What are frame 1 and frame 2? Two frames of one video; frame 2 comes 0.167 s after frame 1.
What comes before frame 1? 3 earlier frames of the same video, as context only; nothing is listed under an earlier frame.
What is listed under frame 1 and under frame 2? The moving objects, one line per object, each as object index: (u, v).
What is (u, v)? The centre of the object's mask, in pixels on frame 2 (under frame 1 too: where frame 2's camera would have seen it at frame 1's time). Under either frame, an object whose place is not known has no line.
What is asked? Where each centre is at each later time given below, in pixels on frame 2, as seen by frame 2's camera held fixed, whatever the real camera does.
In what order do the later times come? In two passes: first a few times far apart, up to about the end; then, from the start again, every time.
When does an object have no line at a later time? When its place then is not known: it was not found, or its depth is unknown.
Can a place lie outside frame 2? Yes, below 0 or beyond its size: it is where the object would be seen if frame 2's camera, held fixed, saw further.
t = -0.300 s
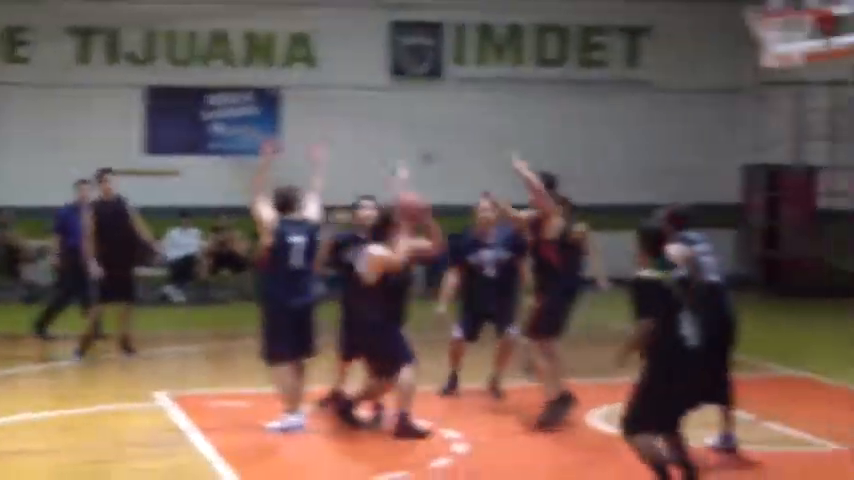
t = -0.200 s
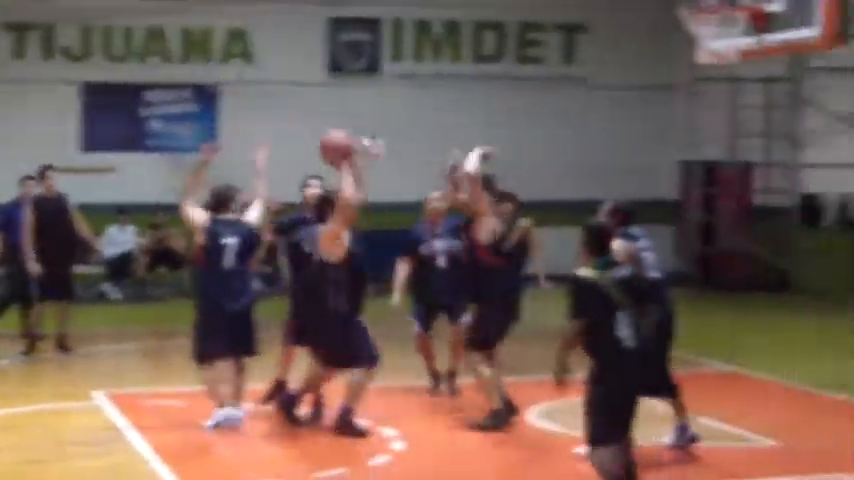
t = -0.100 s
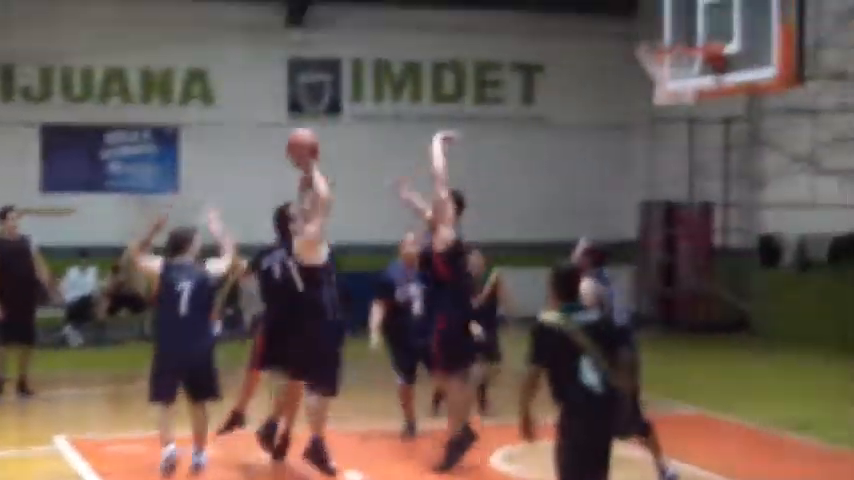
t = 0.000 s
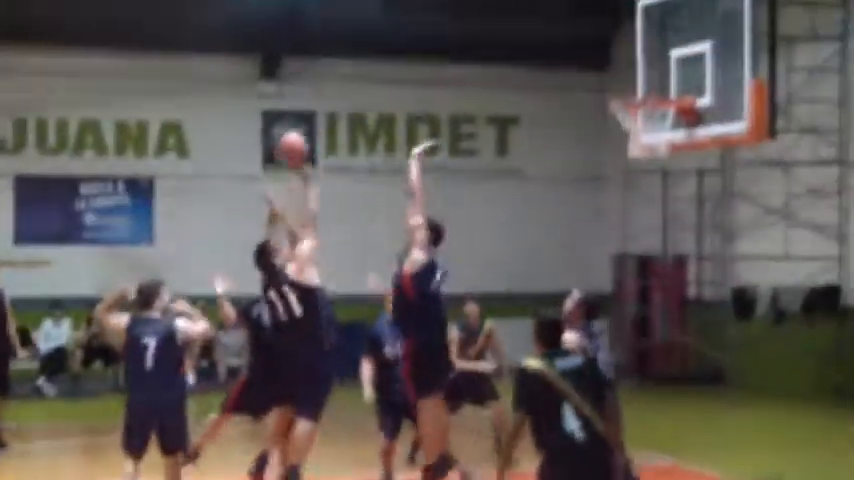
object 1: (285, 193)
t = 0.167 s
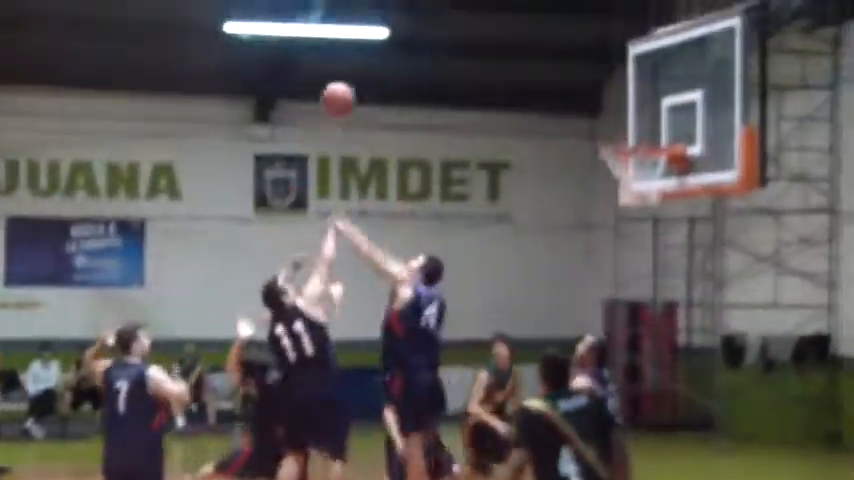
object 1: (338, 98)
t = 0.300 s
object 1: (379, 56)
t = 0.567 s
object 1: (450, 38)
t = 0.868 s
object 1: (525, 121)
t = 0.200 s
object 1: (349, 86)
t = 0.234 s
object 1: (359, 74)
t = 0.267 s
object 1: (368, 65)
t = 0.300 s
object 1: (379, 56)
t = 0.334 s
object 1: (388, 50)
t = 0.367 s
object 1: (397, 43)
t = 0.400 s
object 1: (406, 39)
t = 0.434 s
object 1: (416, 35)
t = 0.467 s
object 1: (425, 34)
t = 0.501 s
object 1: (433, 34)
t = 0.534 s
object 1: (441, 35)
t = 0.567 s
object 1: (450, 38)
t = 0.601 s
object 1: (458, 42)
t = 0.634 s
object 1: (467, 49)
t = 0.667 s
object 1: (475, 56)
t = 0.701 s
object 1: (484, 63)
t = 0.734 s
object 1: (493, 72)
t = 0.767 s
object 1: (500, 83)
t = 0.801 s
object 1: (510, 96)
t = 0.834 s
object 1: (517, 108)
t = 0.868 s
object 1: (525, 121)
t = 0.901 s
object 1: (534, 141)
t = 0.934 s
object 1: (541, 157)
